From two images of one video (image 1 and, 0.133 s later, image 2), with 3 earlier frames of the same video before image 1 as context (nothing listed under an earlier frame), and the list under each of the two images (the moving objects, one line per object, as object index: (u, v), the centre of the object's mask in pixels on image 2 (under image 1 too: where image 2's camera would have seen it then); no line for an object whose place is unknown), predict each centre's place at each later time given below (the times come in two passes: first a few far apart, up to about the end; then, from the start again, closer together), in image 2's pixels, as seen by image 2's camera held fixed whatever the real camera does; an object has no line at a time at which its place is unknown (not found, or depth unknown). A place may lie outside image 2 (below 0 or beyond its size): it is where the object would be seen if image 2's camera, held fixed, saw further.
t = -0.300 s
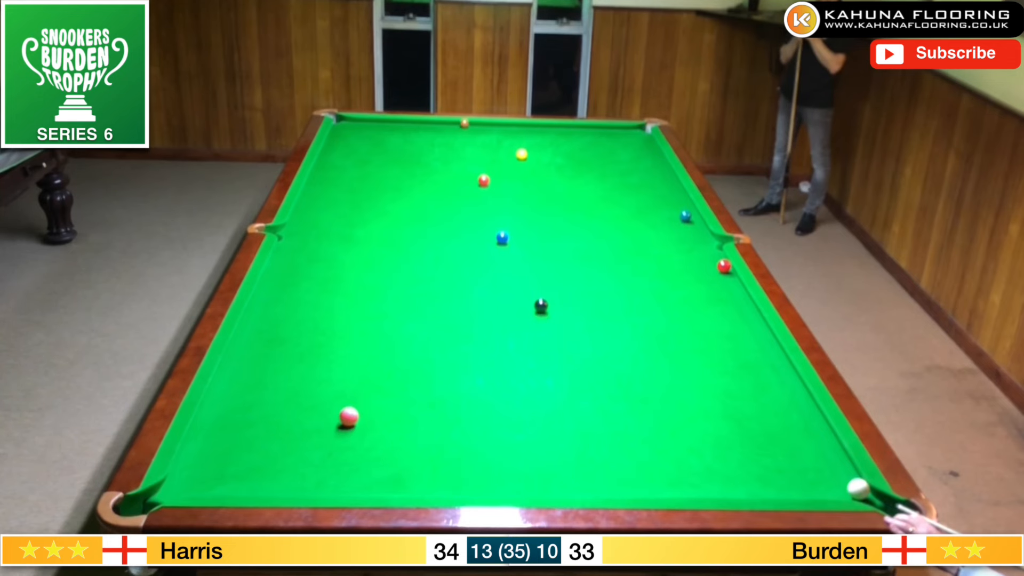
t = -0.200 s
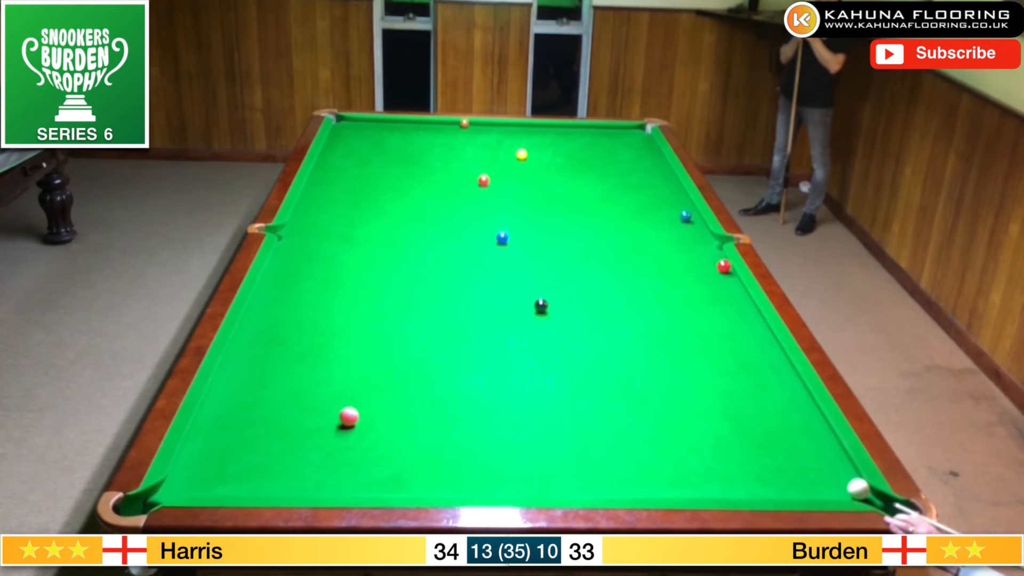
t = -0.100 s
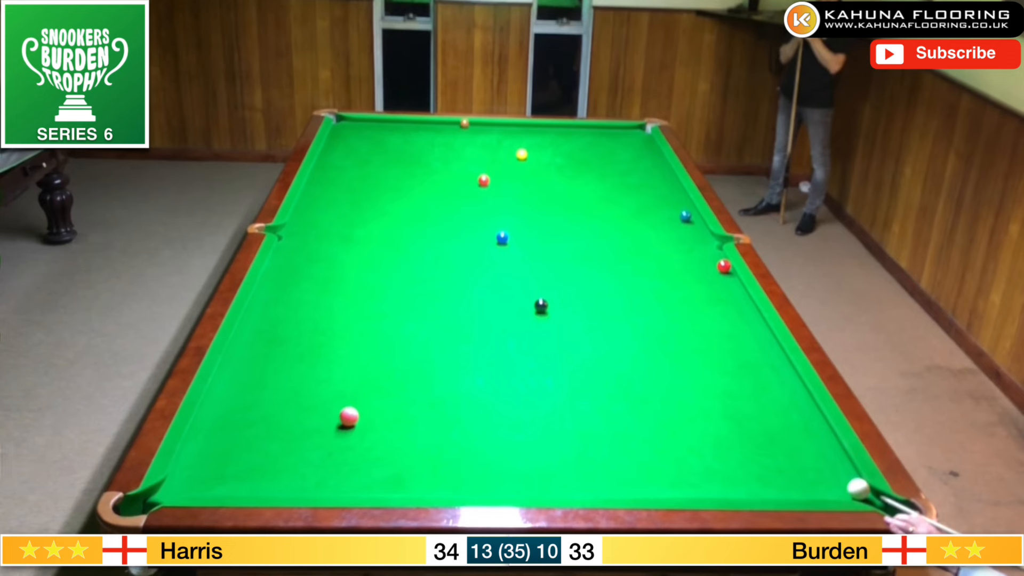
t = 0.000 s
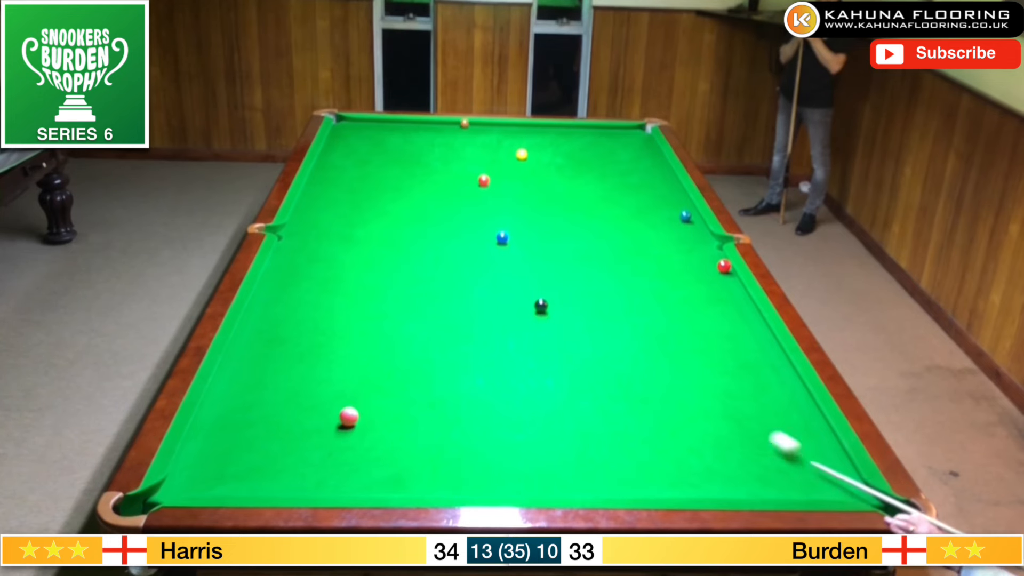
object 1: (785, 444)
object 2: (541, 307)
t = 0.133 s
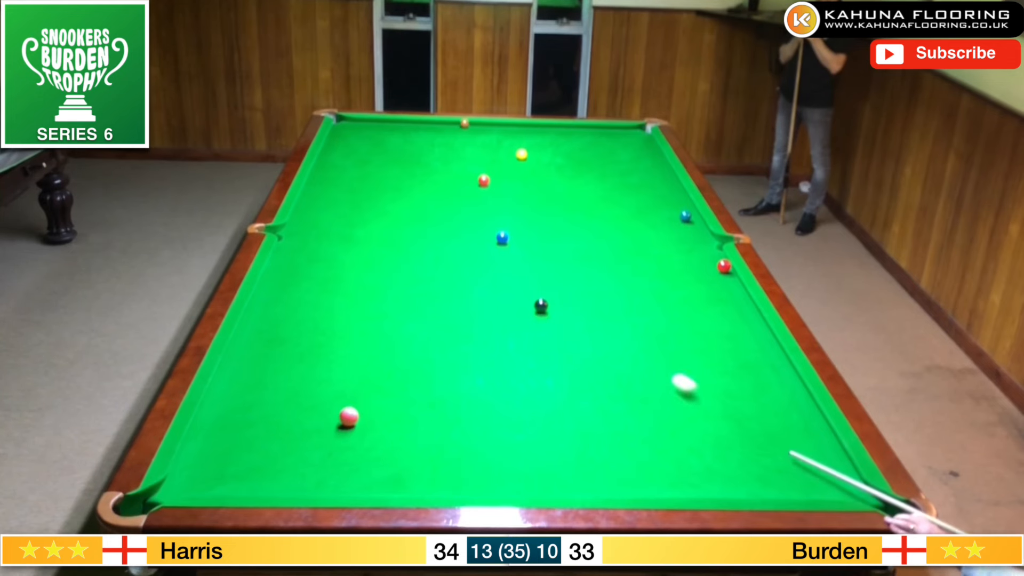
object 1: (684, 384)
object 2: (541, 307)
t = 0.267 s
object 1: (605, 337)
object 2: (541, 307)
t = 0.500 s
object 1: (564, 287)
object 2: (472, 292)
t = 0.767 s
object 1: (558, 246)
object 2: (370, 271)
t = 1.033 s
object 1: (550, 213)
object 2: (282, 252)
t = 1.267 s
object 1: (544, 188)
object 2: (338, 244)
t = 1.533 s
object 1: (538, 164)
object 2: (397, 236)
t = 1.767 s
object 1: (534, 145)
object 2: (444, 229)
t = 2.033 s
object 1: (529, 127)
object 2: (493, 221)
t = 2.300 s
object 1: (531, 134)
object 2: (538, 214)
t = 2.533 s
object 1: (533, 144)
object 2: (575, 209)
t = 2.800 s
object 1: (535, 155)
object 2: (614, 203)
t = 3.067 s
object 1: (538, 167)
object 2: (650, 197)
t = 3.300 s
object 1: (540, 177)
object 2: (679, 193)
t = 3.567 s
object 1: (543, 189)
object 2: (657, 189)
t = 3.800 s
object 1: (545, 199)
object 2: (637, 185)
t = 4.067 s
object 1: (548, 212)
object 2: (616, 182)
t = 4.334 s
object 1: (550, 224)
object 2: (597, 179)
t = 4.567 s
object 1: (552, 235)
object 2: (583, 177)
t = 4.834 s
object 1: (554, 248)
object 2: (568, 174)
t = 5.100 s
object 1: (556, 260)
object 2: (554, 172)
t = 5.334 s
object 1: (559, 271)
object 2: (544, 171)
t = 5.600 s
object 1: (561, 284)
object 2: (534, 169)
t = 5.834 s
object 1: (564, 294)
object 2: (527, 168)
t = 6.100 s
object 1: (567, 306)
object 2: (520, 167)
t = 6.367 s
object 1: (569, 318)
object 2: (515, 166)
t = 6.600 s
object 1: (571, 327)
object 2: (511, 166)
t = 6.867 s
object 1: (574, 338)
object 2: (509, 166)
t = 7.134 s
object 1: (577, 348)
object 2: (509, 166)
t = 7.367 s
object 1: (580, 356)
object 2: (509, 166)
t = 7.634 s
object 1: (583, 364)
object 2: (509, 166)
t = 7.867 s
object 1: (586, 370)
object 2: (509, 166)
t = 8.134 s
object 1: (588, 376)
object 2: (509, 166)
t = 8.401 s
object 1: (591, 380)
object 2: (509, 166)
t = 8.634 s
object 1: (592, 383)
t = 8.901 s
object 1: (593, 385)
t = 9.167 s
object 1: (593, 385)
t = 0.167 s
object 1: (663, 371)
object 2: (541, 307)
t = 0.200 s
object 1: (643, 359)
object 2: (541, 307)
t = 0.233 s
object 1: (624, 348)
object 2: (541, 307)
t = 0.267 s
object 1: (605, 337)
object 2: (541, 307)
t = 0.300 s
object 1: (588, 327)
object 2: (541, 307)
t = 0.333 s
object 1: (571, 317)
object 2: (541, 307)
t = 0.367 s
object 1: (557, 308)
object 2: (539, 307)
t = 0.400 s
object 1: (559, 303)
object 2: (522, 303)
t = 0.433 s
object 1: (561, 297)
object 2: (505, 299)
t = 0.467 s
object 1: (563, 292)
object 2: (488, 296)
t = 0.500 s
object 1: (564, 287)
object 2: (472, 292)
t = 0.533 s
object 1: (565, 281)
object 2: (457, 289)
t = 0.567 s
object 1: (564, 276)
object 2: (443, 286)
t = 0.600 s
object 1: (564, 271)
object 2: (430, 283)
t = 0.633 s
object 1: (563, 266)
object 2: (418, 281)
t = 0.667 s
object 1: (561, 261)
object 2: (406, 278)
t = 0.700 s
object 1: (560, 256)
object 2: (394, 276)
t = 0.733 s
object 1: (559, 251)
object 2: (382, 274)
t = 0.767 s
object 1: (558, 246)
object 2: (370, 271)
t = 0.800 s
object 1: (557, 242)
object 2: (359, 269)
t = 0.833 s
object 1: (556, 237)
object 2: (347, 266)
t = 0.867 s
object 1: (555, 233)
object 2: (337, 264)
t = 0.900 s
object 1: (554, 229)
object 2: (326, 261)
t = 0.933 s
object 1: (553, 224)
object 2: (315, 259)
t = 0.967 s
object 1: (552, 220)
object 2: (303, 257)
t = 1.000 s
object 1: (551, 217)
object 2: (293, 255)
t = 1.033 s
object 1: (550, 213)
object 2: (282, 252)
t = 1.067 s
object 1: (549, 209)
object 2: (286, 251)
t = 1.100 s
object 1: (548, 205)
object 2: (296, 250)
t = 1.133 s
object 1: (547, 202)
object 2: (306, 248)
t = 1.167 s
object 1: (546, 198)
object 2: (314, 247)
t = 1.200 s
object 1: (546, 195)
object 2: (322, 246)
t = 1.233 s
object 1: (545, 191)
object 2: (330, 245)
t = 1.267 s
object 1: (544, 188)
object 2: (338, 244)
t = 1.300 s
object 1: (543, 185)
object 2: (345, 243)
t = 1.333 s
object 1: (542, 181)
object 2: (353, 242)
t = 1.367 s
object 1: (542, 178)
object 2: (360, 241)
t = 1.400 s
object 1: (541, 175)
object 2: (368, 240)
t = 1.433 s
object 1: (540, 172)
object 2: (375, 239)
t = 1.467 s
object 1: (539, 169)
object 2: (382, 238)
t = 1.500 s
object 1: (539, 167)
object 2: (389, 237)
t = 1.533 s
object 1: (538, 164)
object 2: (397, 236)
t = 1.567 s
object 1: (537, 161)
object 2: (404, 235)
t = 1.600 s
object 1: (537, 158)
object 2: (410, 234)
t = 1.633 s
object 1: (536, 156)
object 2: (417, 233)
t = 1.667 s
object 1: (535, 153)
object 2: (424, 232)
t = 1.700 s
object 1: (535, 150)
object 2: (431, 231)
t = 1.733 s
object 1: (534, 148)
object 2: (437, 230)
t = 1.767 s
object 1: (534, 145)
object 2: (444, 229)
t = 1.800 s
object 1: (533, 143)
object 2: (450, 228)
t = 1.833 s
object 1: (533, 140)
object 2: (456, 227)
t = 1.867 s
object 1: (532, 138)
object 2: (463, 226)
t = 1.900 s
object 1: (531, 136)
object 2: (469, 225)
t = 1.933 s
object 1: (531, 134)
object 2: (475, 224)
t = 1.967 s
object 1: (530, 131)
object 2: (481, 223)
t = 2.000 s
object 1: (530, 129)
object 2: (487, 222)
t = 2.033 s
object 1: (529, 127)
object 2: (493, 221)
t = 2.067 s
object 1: (529, 125)
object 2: (499, 220)
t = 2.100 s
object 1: (529, 125)
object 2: (505, 220)
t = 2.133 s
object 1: (529, 127)
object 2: (511, 219)
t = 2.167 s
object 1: (529, 129)
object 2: (516, 218)
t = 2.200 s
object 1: (530, 130)
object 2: (522, 217)
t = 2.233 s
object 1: (530, 131)
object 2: (528, 216)
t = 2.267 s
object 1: (530, 133)
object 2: (533, 215)
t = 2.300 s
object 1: (531, 134)
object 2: (538, 214)
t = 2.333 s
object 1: (531, 135)
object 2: (544, 214)
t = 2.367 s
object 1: (531, 137)
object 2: (549, 213)
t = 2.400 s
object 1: (531, 138)
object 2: (554, 212)
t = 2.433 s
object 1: (532, 140)
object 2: (560, 211)
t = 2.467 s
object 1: (532, 141)
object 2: (565, 211)
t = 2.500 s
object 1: (532, 142)
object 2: (570, 210)
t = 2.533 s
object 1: (533, 144)
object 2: (575, 209)
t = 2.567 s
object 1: (533, 145)
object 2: (580, 208)
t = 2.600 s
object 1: (533, 146)
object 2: (585, 207)
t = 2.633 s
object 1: (534, 148)
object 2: (590, 207)
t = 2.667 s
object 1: (534, 149)
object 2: (595, 206)
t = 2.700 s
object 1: (534, 151)
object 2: (600, 205)
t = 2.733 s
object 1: (534, 152)
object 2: (605, 204)
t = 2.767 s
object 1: (534, 154)
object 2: (609, 203)
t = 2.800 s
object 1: (535, 155)
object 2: (614, 203)
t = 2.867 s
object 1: (535, 158)
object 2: (623, 201)
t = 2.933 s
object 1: (536, 161)
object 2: (632, 200)
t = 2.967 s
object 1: (536, 162)
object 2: (637, 199)
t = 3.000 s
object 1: (537, 164)
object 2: (641, 199)
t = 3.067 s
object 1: (538, 167)
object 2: (650, 197)
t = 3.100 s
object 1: (538, 168)
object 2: (654, 196)
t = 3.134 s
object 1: (538, 170)
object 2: (659, 196)
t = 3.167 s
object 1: (539, 171)
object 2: (662, 195)
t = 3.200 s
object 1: (539, 173)
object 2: (667, 195)
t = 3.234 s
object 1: (539, 174)
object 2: (671, 194)
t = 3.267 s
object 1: (540, 175)
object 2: (675, 193)
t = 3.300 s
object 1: (540, 177)
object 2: (679, 193)
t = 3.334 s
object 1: (540, 178)
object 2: (680, 192)
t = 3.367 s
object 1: (540, 180)
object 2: (676, 192)
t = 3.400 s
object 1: (541, 181)
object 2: (673, 191)
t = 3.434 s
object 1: (541, 183)
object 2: (669, 191)
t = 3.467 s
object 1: (542, 184)
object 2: (666, 190)
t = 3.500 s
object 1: (542, 186)
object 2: (663, 189)
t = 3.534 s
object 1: (542, 187)
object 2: (660, 189)
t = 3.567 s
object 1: (543, 189)
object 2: (657, 189)
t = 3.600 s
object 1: (543, 190)
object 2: (654, 188)
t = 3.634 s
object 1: (543, 192)
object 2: (651, 188)
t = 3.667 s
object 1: (543, 193)
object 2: (648, 187)
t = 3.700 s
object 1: (544, 195)
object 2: (645, 187)
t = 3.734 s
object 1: (544, 196)
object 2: (642, 186)
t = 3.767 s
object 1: (545, 198)
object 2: (640, 186)
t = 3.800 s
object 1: (545, 199)
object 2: (637, 185)
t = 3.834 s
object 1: (545, 201)
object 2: (634, 185)
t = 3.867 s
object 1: (546, 203)
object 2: (631, 184)
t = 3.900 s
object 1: (546, 204)
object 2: (628, 184)
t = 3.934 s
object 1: (546, 206)
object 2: (626, 184)
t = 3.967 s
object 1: (546, 207)
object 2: (623, 183)
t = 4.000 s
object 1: (547, 209)
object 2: (621, 183)
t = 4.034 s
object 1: (547, 210)
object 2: (618, 182)
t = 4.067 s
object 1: (548, 212)
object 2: (616, 182)
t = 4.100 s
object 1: (548, 213)
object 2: (613, 182)
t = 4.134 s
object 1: (548, 215)
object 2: (611, 181)
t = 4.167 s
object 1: (548, 216)
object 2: (609, 181)
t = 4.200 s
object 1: (549, 218)
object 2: (606, 180)
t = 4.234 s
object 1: (549, 219)
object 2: (604, 180)
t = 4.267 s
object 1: (549, 221)
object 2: (602, 179)
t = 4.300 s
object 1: (549, 223)
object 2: (599, 179)
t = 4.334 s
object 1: (550, 224)
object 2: (597, 179)
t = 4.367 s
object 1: (550, 226)
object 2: (595, 178)
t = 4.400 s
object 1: (550, 227)
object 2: (593, 178)
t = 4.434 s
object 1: (551, 229)
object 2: (591, 178)
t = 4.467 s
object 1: (551, 230)
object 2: (589, 178)
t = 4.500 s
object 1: (551, 232)
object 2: (587, 177)
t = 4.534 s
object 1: (551, 233)
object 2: (585, 177)
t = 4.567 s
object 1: (552, 235)
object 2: (583, 177)
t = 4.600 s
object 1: (552, 237)
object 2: (581, 176)
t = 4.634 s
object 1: (552, 238)
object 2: (579, 176)
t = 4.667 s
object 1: (553, 240)
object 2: (577, 176)
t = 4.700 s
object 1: (553, 241)
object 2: (575, 175)
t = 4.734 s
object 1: (553, 243)
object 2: (573, 175)
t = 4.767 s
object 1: (553, 245)
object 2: (571, 175)
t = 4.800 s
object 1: (554, 246)
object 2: (569, 174)
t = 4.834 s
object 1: (554, 248)
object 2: (568, 174)
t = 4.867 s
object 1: (554, 249)
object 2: (566, 174)
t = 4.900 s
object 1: (554, 251)
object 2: (564, 174)
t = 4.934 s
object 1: (555, 252)
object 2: (562, 173)
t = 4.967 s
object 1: (555, 254)
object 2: (561, 173)
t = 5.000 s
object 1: (555, 255)
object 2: (559, 173)
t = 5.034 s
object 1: (555, 257)
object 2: (558, 173)
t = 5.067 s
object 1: (556, 259)
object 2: (556, 172)
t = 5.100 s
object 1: (556, 260)
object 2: (554, 172)
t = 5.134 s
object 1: (556, 262)
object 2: (553, 172)
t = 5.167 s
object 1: (557, 263)
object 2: (551, 172)
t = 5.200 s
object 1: (557, 265)
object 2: (550, 172)
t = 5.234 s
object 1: (557, 267)
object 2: (548, 171)
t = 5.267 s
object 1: (558, 268)
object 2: (547, 171)
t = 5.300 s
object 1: (558, 270)
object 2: (546, 171)
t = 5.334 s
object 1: (559, 271)
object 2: (544, 171)
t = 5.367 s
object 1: (559, 273)
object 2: (543, 170)
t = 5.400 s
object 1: (559, 274)
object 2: (542, 170)
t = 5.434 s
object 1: (560, 276)
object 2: (540, 170)
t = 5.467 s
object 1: (560, 277)
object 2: (539, 170)
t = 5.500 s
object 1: (560, 279)
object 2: (538, 170)
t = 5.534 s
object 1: (561, 281)
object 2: (537, 169)
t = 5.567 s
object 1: (561, 282)
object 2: (536, 169)
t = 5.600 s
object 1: (561, 284)
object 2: (534, 169)
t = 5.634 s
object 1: (562, 285)
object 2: (533, 169)
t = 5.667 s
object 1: (562, 287)
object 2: (532, 169)
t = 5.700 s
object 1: (563, 288)
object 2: (531, 169)
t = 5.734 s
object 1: (563, 290)
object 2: (530, 169)
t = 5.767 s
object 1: (563, 291)
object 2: (529, 169)
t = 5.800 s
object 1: (564, 293)
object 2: (528, 168)
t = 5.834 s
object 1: (564, 294)
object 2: (527, 168)
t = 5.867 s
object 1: (564, 296)
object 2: (526, 168)
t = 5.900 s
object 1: (565, 297)
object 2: (525, 168)
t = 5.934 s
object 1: (565, 299)
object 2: (524, 168)
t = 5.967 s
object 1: (565, 300)
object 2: (523, 167)
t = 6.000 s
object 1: (566, 302)
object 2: (522, 167)
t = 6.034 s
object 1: (566, 303)
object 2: (521, 167)
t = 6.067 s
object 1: (566, 305)
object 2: (521, 167)
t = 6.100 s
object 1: (567, 306)
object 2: (520, 167)
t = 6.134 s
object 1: (567, 308)
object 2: (519, 167)
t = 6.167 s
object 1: (567, 309)
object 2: (519, 167)
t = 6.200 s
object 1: (568, 311)
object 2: (518, 166)
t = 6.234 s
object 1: (568, 312)
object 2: (517, 166)
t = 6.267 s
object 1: (568, 314)
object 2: (516, 166)
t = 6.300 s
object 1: (568, 315)
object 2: (516, 166)
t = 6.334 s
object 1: (569, 316)
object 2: (515, 166)
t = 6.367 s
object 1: (569, 318)
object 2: (515, 166)
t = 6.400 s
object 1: (569, 319)
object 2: (514, 166)
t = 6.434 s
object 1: (570, 321)
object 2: (514, 166)
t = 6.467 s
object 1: (570, 322)
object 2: (513, 166)
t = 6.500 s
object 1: (570, 323)
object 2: (513, 166)
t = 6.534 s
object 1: (571, 325)
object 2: (512, 166)
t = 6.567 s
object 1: (571, 326)
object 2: (512, 166)
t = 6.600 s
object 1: (571, 327)
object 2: (511, 166)
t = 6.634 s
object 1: (571, 329)
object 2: (511, 166)
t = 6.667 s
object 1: (572, 330)
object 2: (511, 166)
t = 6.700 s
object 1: (572, 331)
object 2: (510, 166)
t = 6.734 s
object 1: (572, 333)
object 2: (510, 166)
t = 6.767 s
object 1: (573, 334)
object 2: (510, 166)
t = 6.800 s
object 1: (573, 336)
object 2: (510, 166)
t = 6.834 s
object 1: (573, 337)
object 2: (509, 166)
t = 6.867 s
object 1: (574, 338)
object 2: (509, 166)
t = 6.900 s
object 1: (574, 339)
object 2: (509, 166)
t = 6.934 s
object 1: (574, 341)
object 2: (509, 166)
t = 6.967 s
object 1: (575, 342)
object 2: (509, 166)
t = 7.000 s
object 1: (575, 343)
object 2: (509, 166)
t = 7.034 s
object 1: (576, 344)
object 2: (509, 166)
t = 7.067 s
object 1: (576, 346)
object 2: (509, 166)
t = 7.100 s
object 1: (576, 347)
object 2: (509, 166)
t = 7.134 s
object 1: (577, 348)
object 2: (509, 166)
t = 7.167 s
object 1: (577, 349)
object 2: (509, 166)
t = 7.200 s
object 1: (577, 350)
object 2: (509, 166)
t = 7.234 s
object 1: (578, 352)
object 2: (509, 166)
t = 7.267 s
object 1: (578, 352)
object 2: (509, 166)
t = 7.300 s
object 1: (579, 354)
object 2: (509, 166)
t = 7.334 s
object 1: (579, 355)
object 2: (509, 166)
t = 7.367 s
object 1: (580, 356)
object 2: (509, 166)
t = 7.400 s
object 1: (580, 357)
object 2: (509, 166)
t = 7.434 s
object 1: (580, 358)
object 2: (509, 166)
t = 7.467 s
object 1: (581, 359)
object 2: (509, 166)
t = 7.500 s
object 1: (581, 360)
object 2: (509, 166)
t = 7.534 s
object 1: (582, 361)
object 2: (509, 166)
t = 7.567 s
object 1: (582, 362)
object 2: (509, 166)
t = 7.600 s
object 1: (582, 363)
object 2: (509, 166)
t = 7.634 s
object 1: (583, 364)
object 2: (509, 166)
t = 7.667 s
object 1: (583, 364)
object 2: (509, 166)
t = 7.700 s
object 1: (583, 366)
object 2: (509, 166)
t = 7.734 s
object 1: (584, 366)
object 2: (509, 166)
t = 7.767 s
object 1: (584, 367)
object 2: (509, 166)
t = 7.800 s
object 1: (585, 368)
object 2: (509, 166)
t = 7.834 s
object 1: (585, 369)
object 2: (509, 166)
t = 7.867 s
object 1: (586, 370)
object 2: (509, 166)
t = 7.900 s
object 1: (586, 370)
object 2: (509, 166)
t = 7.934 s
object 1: (586, 371)
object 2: (509, 166)
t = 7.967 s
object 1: (587, 372)
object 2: (509, 166)
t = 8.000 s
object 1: (587, 373)
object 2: (509, 166)
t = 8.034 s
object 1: (587, 373)
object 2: (509, 166)
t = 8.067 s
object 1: (588, 374)
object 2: (509, 166)
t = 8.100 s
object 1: (588, 375)
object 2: (509, 166)
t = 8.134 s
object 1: (588, 376)
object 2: (509, 166)
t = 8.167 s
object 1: (589, 376)
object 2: (509, 166)
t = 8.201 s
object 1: (589, 377)
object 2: (509, 166)
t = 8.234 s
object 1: (589, 378)
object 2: (509, 166)
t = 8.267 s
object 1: (590, 378)
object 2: (509, 166)
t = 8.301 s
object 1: (590, 379)
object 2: (509, 166)
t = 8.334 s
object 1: (590, 379)
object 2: (509, 166)
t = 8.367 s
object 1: (591, 380)
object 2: (509, 166)
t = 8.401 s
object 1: (591, 380)
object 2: (509, 166)
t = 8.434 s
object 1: (591, 381)
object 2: (509, 166)
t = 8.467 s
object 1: (591, 381)
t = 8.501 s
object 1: (591, 382)
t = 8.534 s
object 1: (592, 382)
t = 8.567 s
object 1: (592, 382)
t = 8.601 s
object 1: (592, 382)
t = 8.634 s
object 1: (592, 383)
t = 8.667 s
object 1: (593, 383)
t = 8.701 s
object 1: (593, 384)
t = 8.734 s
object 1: (593, 384)
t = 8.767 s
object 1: (593, 384)
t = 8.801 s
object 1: (593, 384)
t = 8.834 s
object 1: (593, 384)
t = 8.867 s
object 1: (593, 385)
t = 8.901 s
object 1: (593, 385)
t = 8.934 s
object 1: (593, 385)
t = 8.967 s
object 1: (594, 385)
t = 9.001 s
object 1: (593, 385)
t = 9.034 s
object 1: (594, 385)
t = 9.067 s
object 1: (593, 385)
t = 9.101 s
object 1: (593, 385)
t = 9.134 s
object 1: (593, 385)
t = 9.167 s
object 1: (593, 385)
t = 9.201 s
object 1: (593, 385)
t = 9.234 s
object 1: (593, 385)
